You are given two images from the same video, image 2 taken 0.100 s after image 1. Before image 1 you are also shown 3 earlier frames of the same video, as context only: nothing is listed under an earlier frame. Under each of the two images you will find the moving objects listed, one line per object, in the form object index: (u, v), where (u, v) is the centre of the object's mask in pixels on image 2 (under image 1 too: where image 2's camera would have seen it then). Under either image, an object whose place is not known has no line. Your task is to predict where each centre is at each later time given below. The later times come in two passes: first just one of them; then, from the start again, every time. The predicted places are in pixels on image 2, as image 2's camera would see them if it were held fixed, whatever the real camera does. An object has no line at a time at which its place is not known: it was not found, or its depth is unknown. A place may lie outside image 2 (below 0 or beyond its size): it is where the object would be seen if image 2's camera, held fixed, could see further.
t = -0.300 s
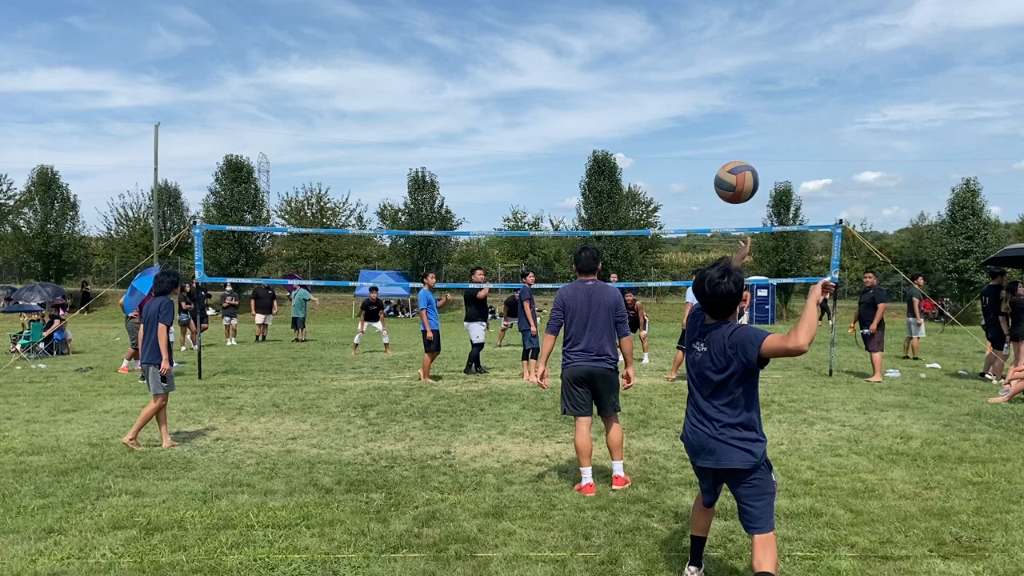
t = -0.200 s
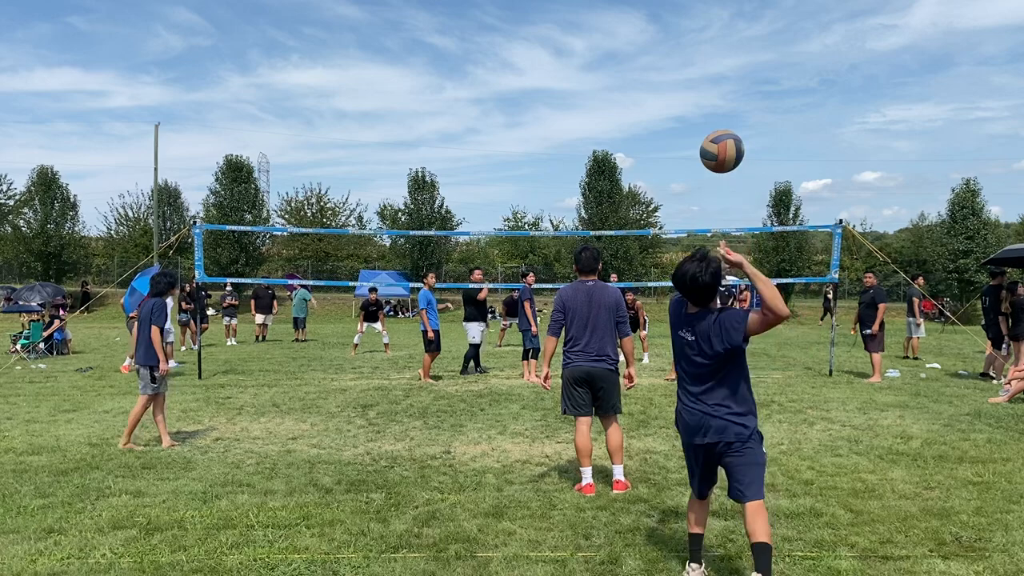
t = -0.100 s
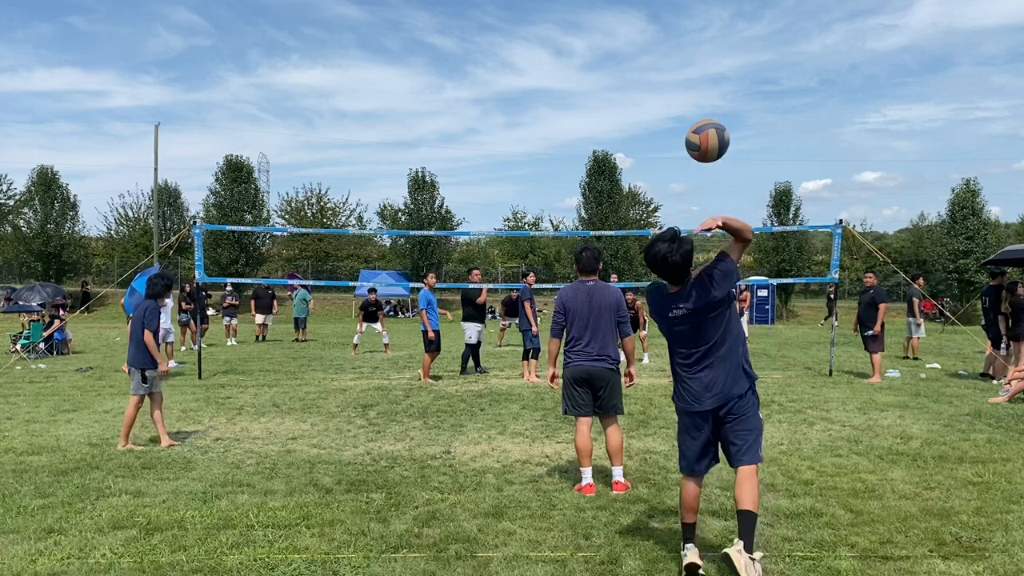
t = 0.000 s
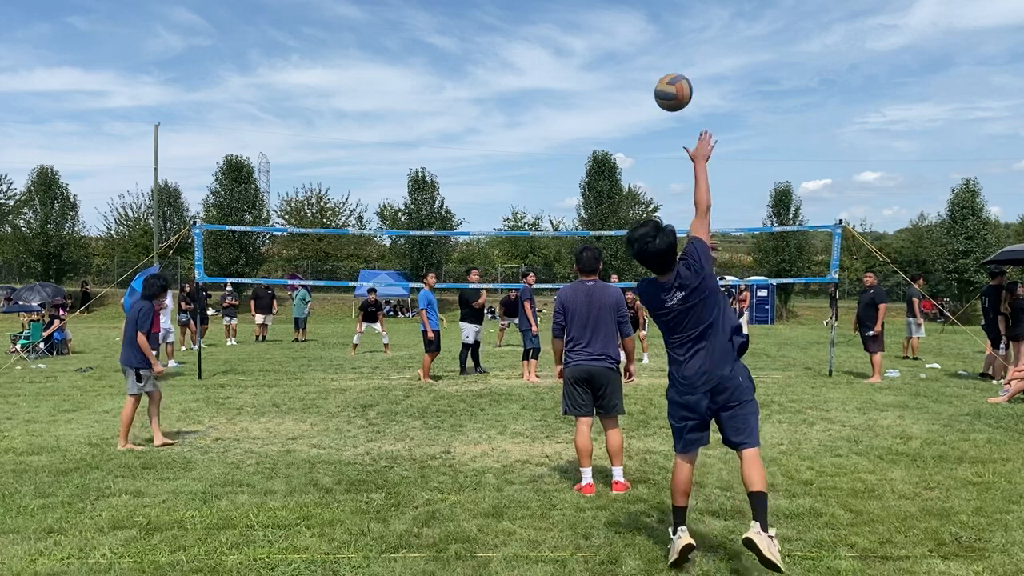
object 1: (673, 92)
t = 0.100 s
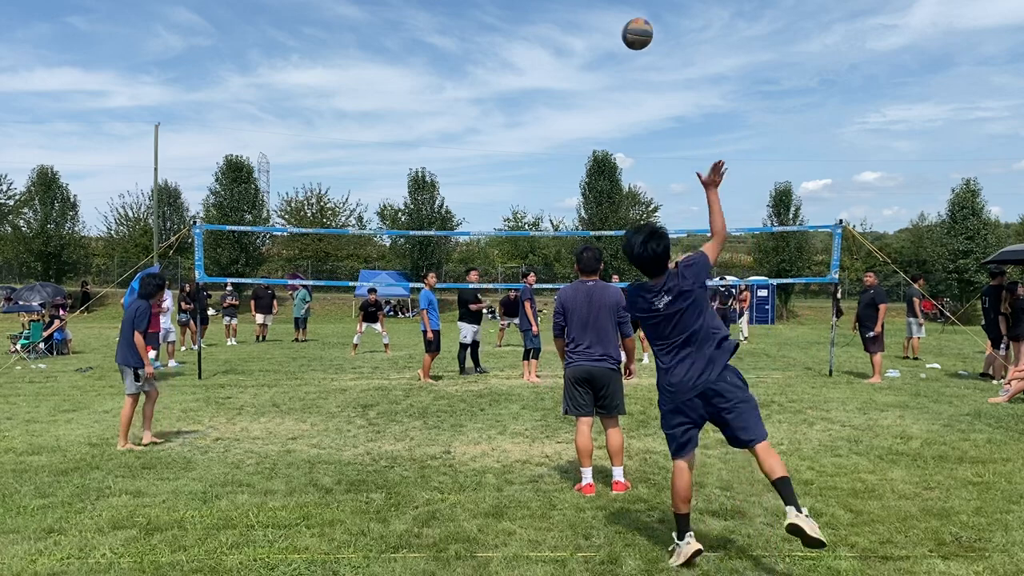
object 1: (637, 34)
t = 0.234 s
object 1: (607, 6)
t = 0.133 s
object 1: (628, 22)
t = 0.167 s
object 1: (620, 13)
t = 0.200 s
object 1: (613, 8)
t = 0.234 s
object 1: (607, 6)
